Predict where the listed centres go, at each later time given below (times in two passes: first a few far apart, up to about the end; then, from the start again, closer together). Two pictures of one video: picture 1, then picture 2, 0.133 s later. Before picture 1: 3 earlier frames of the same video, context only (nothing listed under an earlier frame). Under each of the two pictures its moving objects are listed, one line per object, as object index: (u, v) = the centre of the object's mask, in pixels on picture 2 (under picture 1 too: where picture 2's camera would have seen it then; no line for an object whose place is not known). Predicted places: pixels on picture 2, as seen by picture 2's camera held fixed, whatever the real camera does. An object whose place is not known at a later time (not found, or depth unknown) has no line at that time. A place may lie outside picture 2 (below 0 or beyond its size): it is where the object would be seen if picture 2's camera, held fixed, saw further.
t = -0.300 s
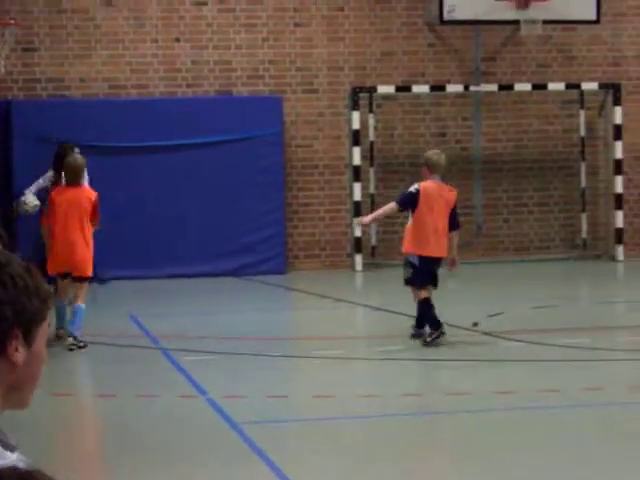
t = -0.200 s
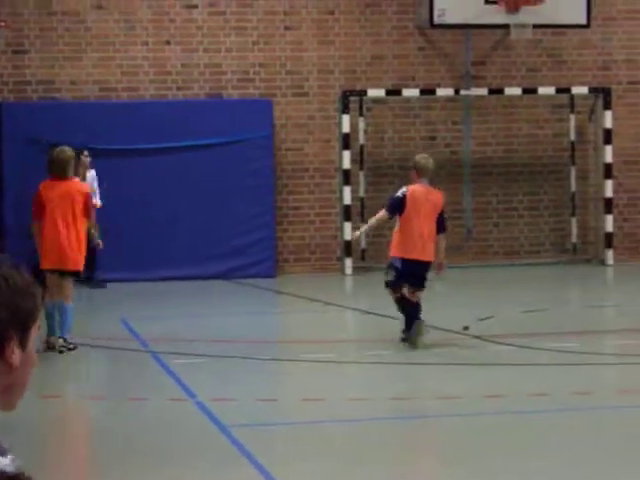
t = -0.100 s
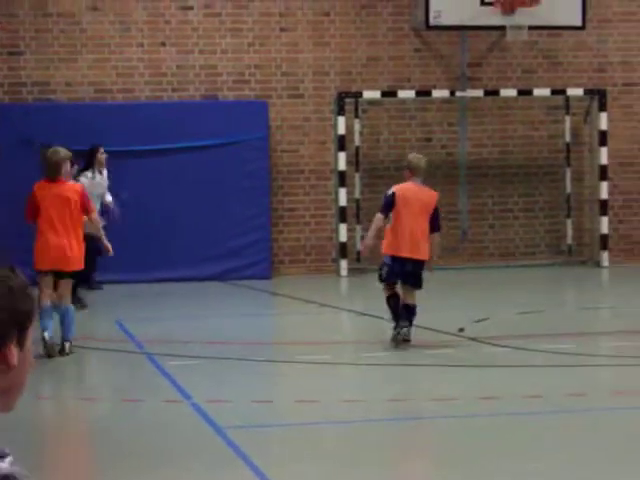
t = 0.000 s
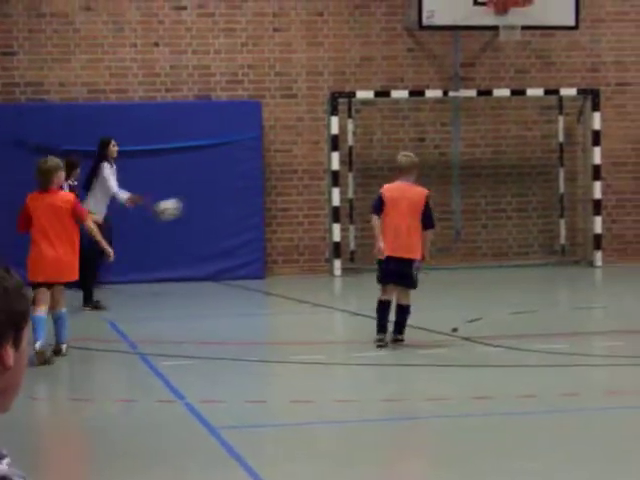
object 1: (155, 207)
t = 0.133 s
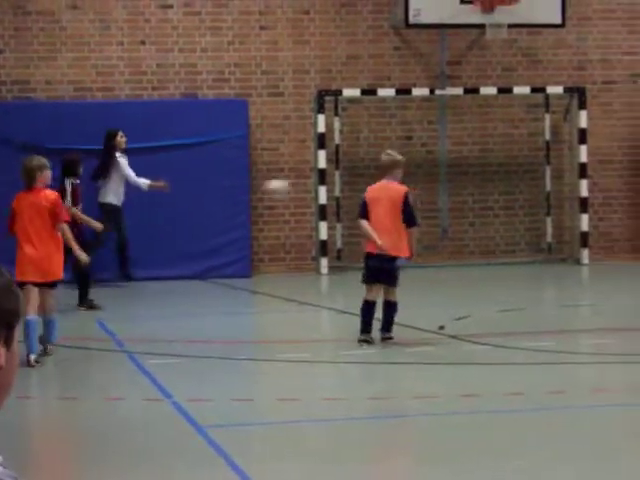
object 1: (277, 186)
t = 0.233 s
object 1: (366, 184)
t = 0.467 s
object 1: (593, 221)
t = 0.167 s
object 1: (307, 185)
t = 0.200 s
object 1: (339, 185)
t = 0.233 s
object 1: (366, 184)
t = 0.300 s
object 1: (432, 191)
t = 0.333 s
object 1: (463, 194)
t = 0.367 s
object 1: (496, 198)
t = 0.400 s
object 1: (528, 205)
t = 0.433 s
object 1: (561, 212)
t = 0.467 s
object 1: (593, 221)
